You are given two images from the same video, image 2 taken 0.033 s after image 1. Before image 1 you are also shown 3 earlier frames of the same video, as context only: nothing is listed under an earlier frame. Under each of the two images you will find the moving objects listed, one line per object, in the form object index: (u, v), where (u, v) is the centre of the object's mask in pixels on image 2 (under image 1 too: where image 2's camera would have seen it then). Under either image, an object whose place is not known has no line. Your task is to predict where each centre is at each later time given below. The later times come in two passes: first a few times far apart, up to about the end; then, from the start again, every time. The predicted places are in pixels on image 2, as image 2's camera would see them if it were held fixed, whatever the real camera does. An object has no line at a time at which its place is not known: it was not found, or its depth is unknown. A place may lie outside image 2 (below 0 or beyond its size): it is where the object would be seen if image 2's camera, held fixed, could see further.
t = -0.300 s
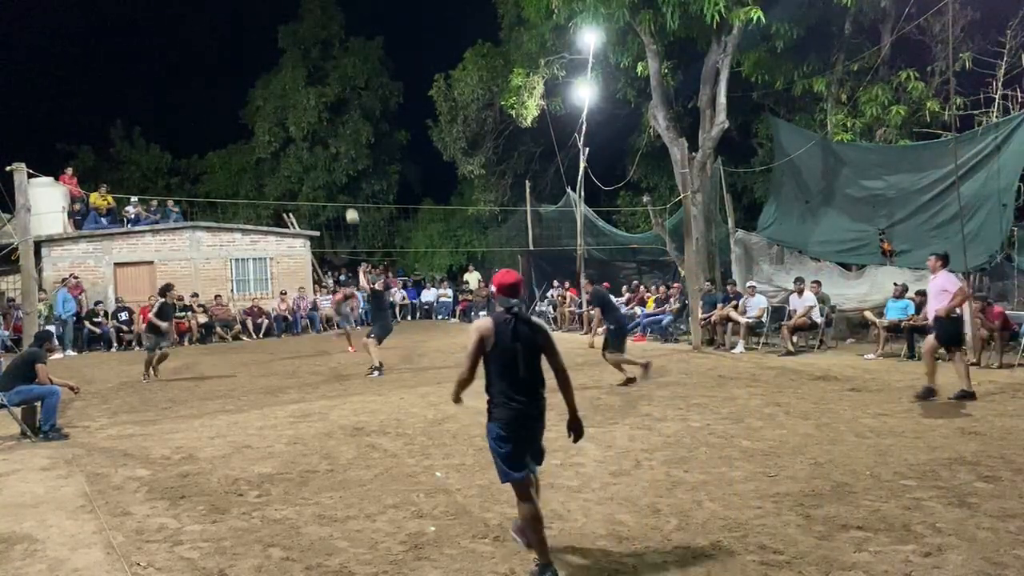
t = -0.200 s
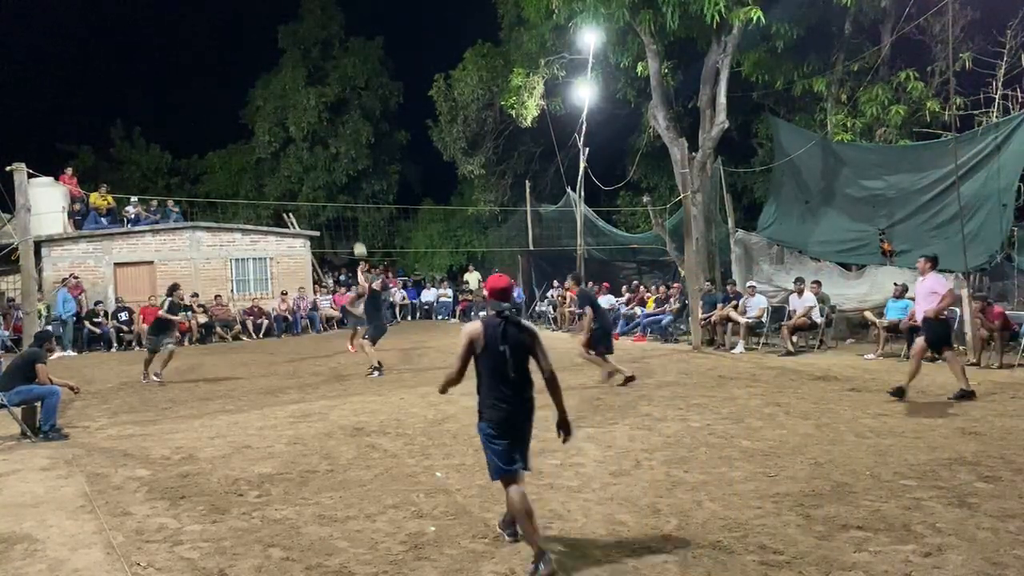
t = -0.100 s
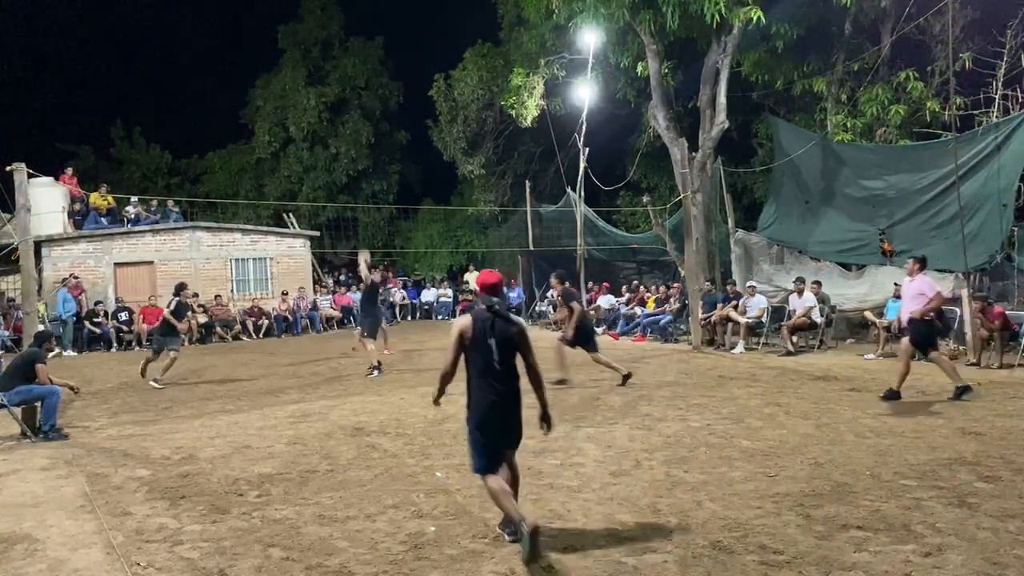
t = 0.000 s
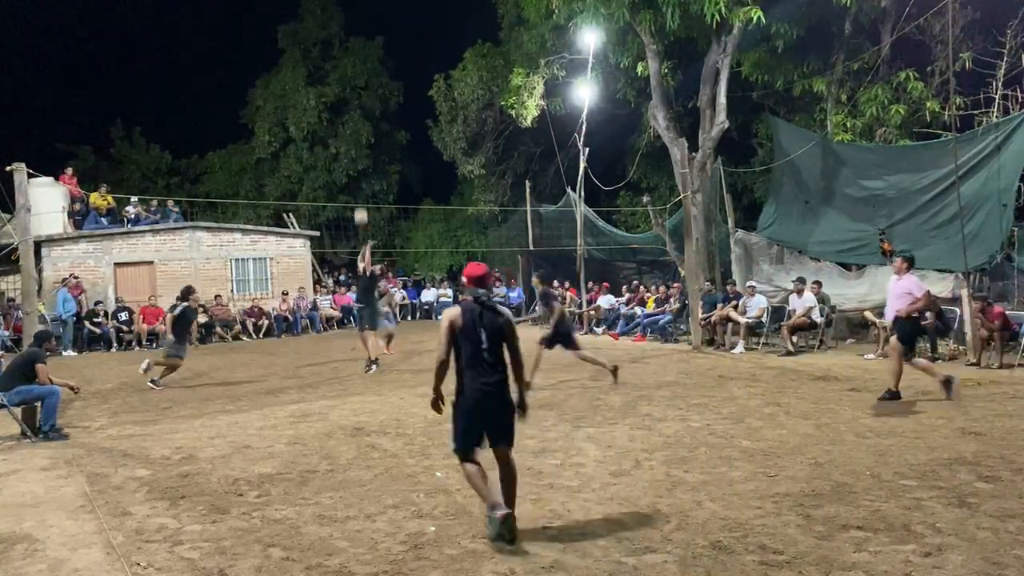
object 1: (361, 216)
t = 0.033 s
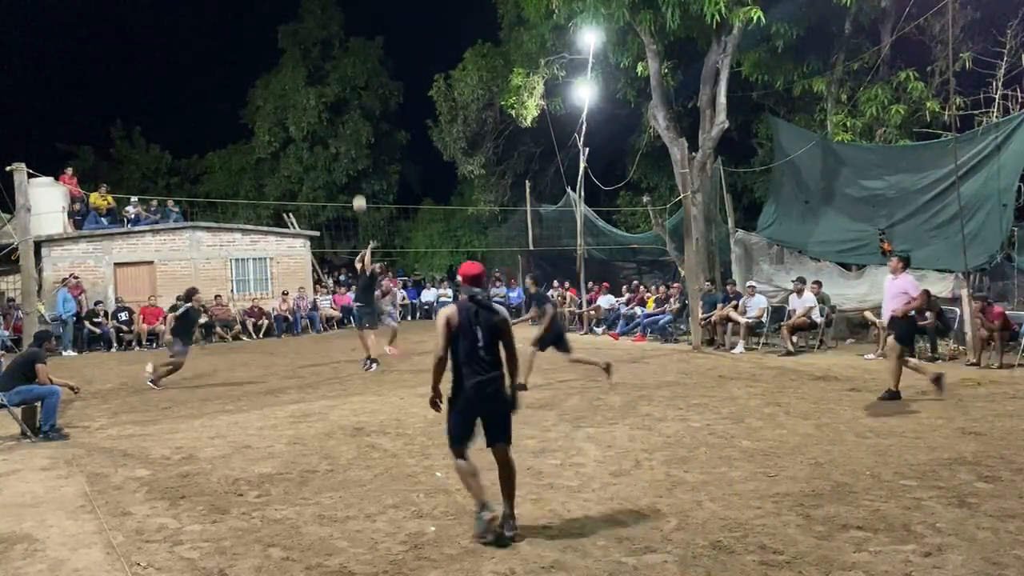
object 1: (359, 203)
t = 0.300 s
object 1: (351, 125)
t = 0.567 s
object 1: (346, 91)
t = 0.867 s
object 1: (343, 107)
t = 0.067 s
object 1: (358, 192)
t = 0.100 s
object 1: (357, 181)
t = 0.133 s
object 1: (356, 169)
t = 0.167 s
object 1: (355, 159)
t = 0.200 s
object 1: (354, 150)
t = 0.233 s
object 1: (353, 141)
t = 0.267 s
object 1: (352, 133)
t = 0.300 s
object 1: (351, 125)
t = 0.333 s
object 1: (350, 119)
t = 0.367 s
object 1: (350, 113)
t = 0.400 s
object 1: (349, 107)
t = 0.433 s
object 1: (348, 103)
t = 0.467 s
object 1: (347, 99)
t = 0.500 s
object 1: (347, 96)
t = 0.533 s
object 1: (346, 93)
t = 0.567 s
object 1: (346, 91)
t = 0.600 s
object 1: (345, 90)
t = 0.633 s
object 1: (345, 90)
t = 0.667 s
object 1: (344, 90)
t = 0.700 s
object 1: (344, 91)
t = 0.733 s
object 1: (344, 92)
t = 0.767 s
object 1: (343, 95)
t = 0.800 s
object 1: (343, 98)
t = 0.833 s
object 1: (343, 102)
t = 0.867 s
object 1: (343, 107)
